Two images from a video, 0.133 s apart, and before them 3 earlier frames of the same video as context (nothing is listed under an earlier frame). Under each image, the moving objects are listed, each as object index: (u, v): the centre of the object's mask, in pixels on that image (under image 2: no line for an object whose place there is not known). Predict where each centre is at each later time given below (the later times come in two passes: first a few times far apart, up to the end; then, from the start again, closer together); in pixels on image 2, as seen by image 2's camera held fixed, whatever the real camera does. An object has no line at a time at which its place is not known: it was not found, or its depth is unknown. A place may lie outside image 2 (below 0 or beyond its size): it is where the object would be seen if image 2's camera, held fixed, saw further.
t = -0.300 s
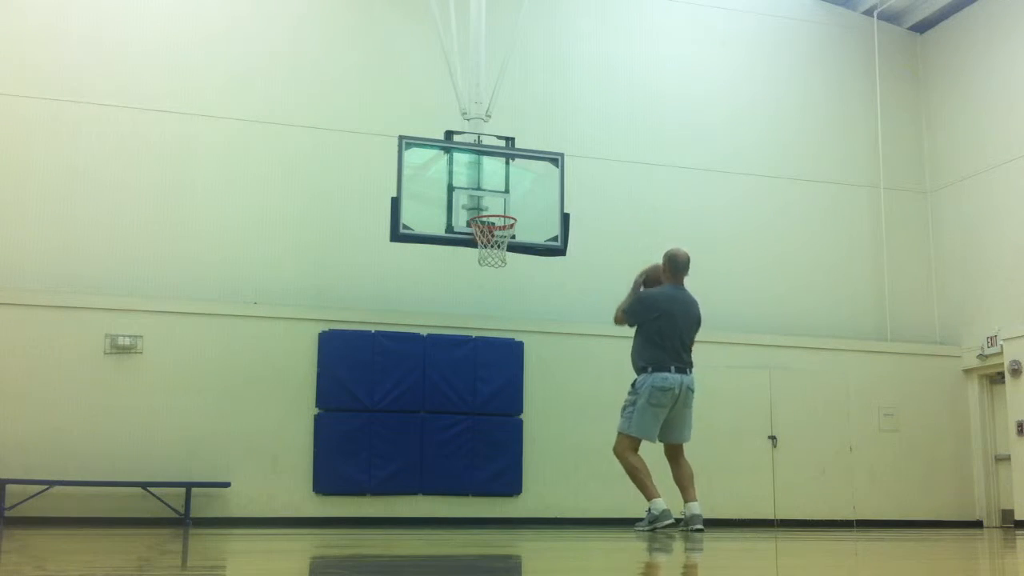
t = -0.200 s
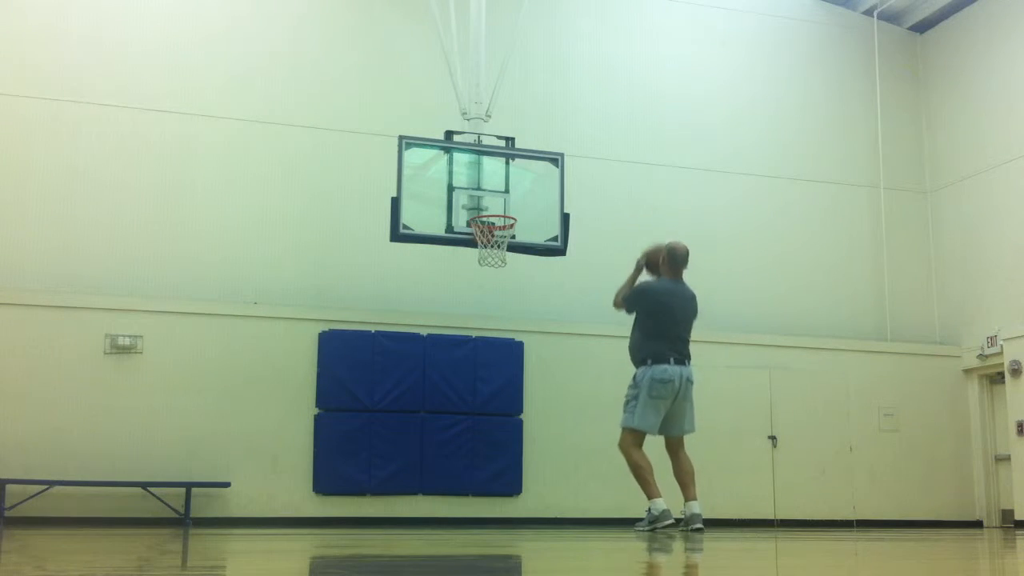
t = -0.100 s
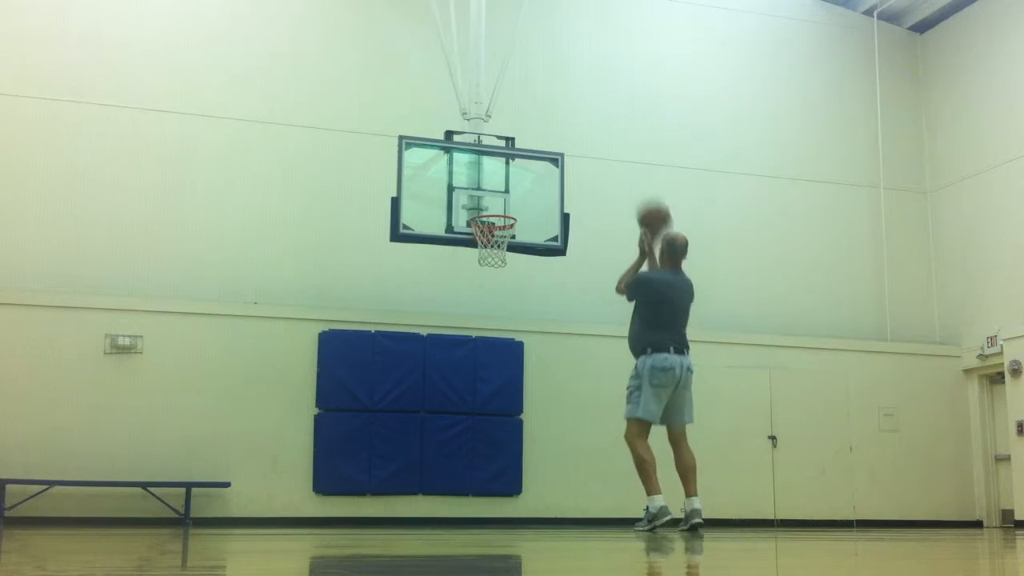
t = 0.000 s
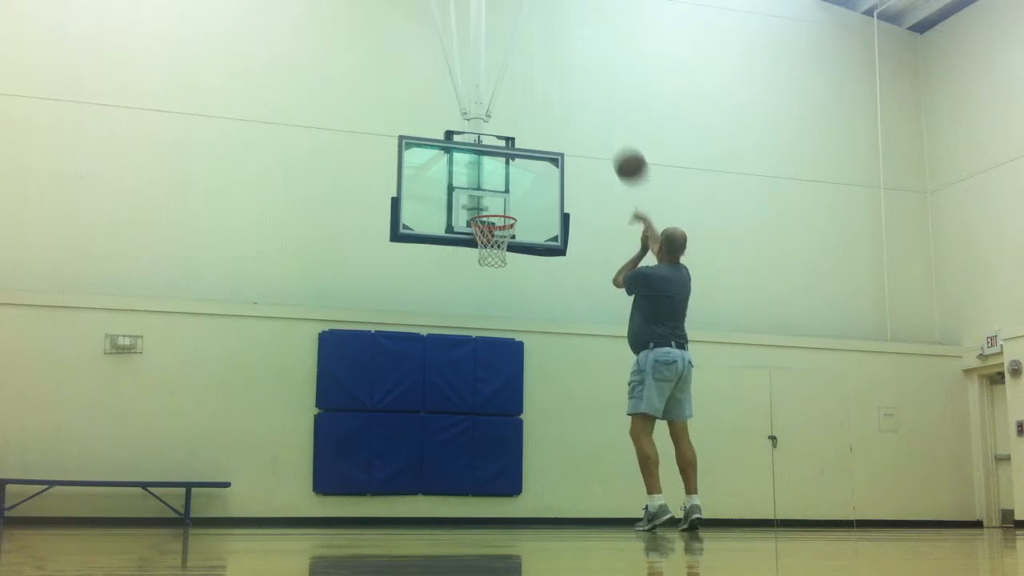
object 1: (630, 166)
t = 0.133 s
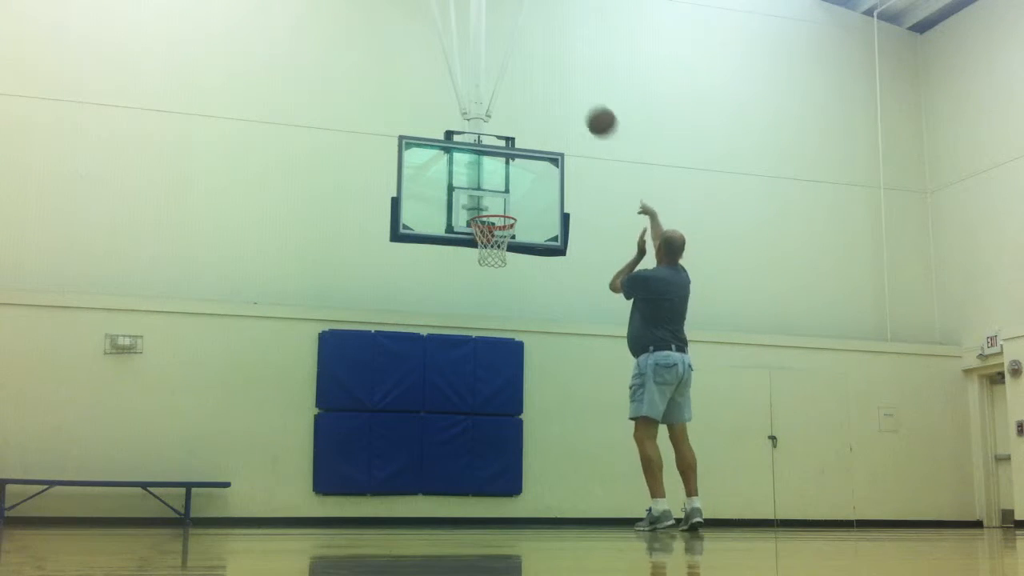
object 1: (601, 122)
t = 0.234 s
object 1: (582, 105)
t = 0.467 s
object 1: (543, 110)
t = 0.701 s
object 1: (511, 165)
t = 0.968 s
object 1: (487, 250)
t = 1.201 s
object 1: (492, 268)
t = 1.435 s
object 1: (498, 337)
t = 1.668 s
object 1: (503, 468)
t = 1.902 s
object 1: (513, 437)
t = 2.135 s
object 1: (522, 378)
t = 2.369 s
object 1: (532, 372)
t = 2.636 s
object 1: (544, 437)
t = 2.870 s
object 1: (554, 485)
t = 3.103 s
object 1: (565, 431)
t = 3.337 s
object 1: (575, 438)
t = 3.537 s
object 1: (584, 495)
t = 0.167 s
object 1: (595, 115)
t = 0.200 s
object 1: (588, 109)
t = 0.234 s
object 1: (582, 105)
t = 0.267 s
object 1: (576, 102)
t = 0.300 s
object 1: (570, 101)
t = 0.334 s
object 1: (564, 100)
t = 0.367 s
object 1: (559, 101)
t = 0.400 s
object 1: (554, 103)
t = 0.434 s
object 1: (548, 106)
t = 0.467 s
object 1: (543, 110)
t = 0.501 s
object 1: (538, 115)
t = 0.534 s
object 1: (534, 121)
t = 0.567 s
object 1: (529, 127)
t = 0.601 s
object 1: (525, 135)
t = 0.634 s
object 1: (521, 143)
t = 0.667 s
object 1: (516, 154)
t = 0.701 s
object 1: (511, 165)
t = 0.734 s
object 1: (507, 176)
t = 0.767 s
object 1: (502, 189)
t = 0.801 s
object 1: (499, 202)
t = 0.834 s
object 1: (494, 209)
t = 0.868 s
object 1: (492, 224)
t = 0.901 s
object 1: (482, 246)
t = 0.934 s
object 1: (489, 245)
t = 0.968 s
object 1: (487, 250)
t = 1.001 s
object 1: (487, 253)
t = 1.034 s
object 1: (489, 248)
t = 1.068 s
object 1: (491, 253)
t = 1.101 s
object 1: (487, 258)
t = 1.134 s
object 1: (490, 263)
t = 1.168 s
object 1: (491, 266)
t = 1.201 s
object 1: (492, 268)
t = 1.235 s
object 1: (493, 275)
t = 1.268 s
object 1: (494, 282)
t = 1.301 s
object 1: (494, 291)
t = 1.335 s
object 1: (495, 301)
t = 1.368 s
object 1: (496, 312)
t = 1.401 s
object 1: (497, 325)
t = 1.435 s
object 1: (498, 337)
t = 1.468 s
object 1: (499, 352)
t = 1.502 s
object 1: (501, 369)
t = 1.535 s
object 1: (501, 385)
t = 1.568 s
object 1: (502, 404)
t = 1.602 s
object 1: (502, 423)
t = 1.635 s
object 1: (502, 445)
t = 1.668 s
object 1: (503, 468)
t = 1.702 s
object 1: (504, 495)
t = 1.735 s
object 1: (505, 511)
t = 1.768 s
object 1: (507, 498)
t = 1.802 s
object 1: (508, 478)
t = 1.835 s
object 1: (510, 462)
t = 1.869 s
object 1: (511, 449)
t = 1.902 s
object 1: (513, 437)
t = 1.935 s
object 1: (514, 426)
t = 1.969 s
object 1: (515, 415)
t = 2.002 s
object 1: (517, 405)
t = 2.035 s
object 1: (519, 396)
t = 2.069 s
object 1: (520, 389)
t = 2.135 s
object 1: (522, 378)
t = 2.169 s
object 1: (523, 374)
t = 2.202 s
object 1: (525, 370)
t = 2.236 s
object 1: (527, 368)
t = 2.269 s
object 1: (528, 367)
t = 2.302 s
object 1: (529, 368)
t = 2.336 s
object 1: (531, 369)
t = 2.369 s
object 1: (532, 372)
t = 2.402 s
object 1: (534, 375)
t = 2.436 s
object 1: (535, 380)
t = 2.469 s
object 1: (537, 386)
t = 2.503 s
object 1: (538, 394)
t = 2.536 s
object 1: (540, 403)
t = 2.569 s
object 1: (541, 413)
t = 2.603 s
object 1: (543, 424)
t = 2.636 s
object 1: (544, 437)
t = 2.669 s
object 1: (546, 452)
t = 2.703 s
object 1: (547, 467)
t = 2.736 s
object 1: (549, 485)
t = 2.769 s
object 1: (550, 501)
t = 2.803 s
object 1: (552, 508)
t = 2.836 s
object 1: (553, 498)
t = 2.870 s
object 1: (554, 485)
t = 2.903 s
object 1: (556, 474)
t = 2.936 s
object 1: (557, 463)
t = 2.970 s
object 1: (559, 455)
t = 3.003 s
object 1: (560, 447)
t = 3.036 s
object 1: (562, 441)
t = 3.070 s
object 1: (563, 435)
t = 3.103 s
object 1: (565, 431)
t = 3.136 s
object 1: (566, 428)
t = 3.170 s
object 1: (568, 427)
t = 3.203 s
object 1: (569, 427)
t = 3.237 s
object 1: (571, 428)
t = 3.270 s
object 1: (572, 430)
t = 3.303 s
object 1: (574, 433)
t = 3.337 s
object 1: (575, 438)
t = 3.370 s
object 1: (577, 444)
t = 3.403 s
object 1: (578, 452)
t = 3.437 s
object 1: (580, 460)
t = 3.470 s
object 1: (581, 471)
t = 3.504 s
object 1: (583, 483)
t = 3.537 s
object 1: (584, 495)
